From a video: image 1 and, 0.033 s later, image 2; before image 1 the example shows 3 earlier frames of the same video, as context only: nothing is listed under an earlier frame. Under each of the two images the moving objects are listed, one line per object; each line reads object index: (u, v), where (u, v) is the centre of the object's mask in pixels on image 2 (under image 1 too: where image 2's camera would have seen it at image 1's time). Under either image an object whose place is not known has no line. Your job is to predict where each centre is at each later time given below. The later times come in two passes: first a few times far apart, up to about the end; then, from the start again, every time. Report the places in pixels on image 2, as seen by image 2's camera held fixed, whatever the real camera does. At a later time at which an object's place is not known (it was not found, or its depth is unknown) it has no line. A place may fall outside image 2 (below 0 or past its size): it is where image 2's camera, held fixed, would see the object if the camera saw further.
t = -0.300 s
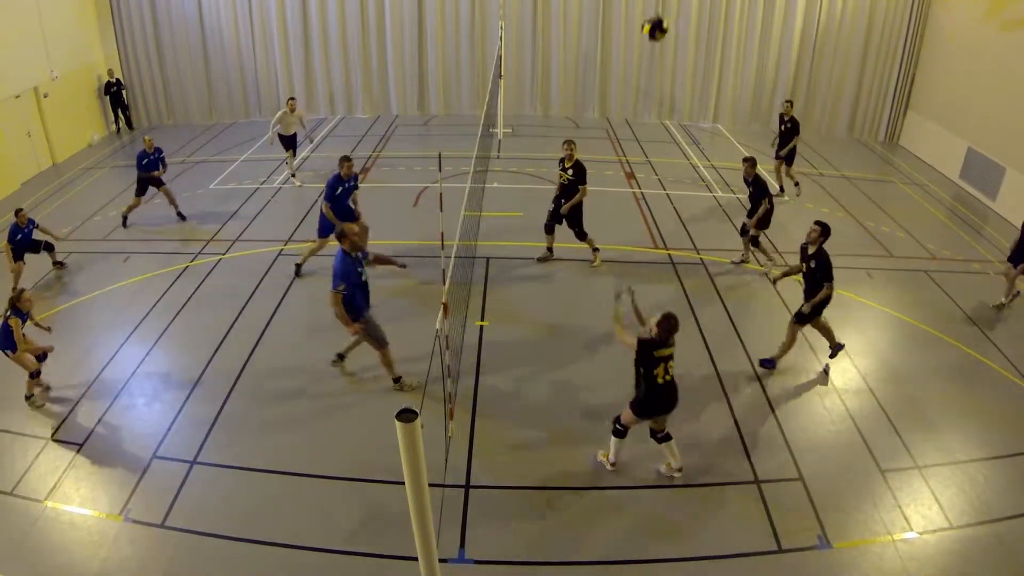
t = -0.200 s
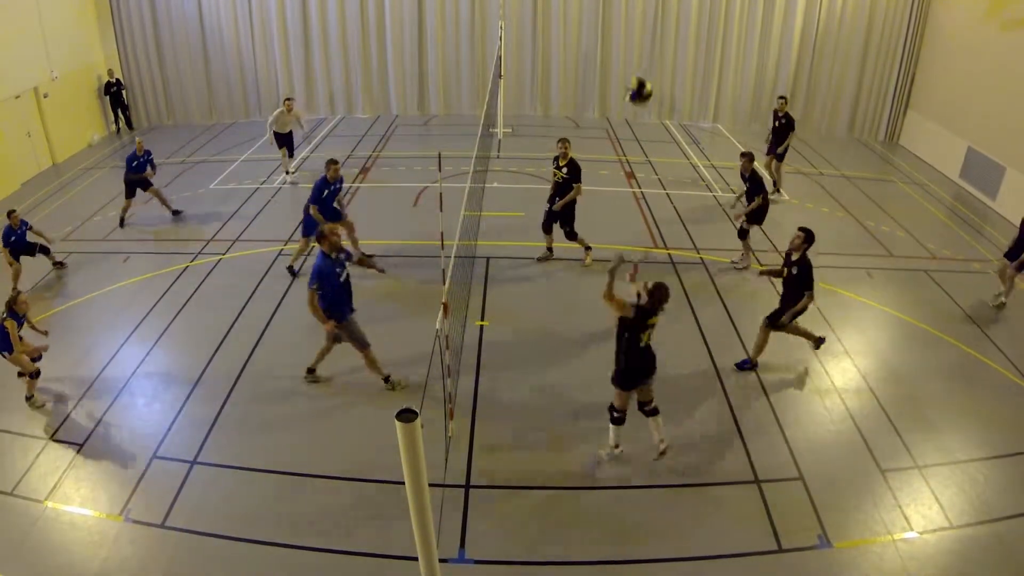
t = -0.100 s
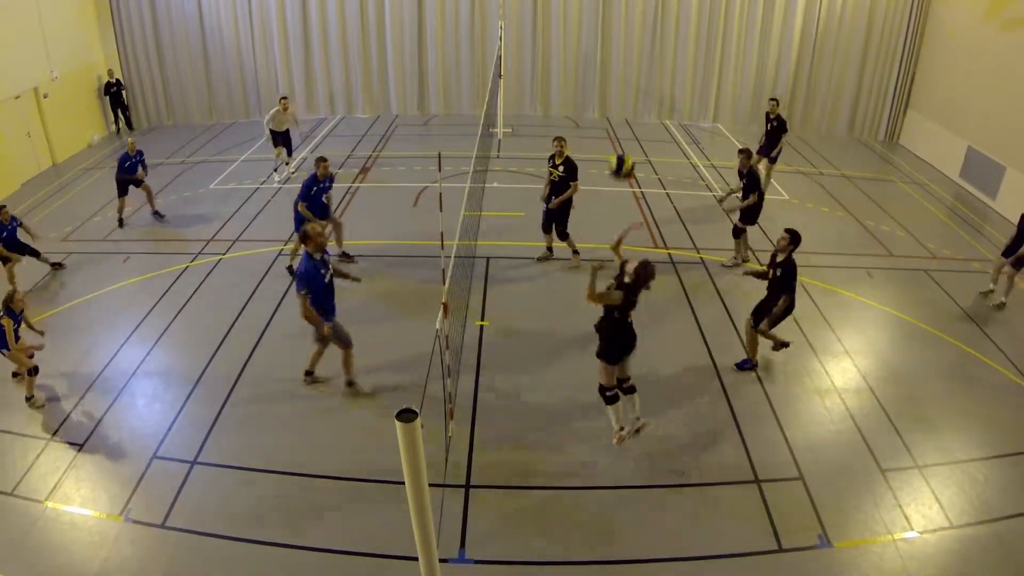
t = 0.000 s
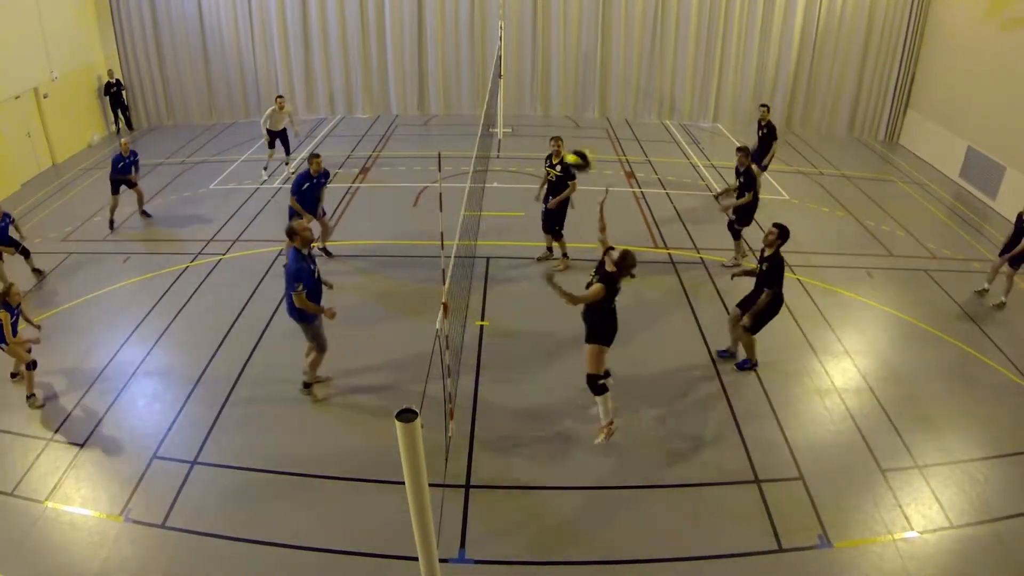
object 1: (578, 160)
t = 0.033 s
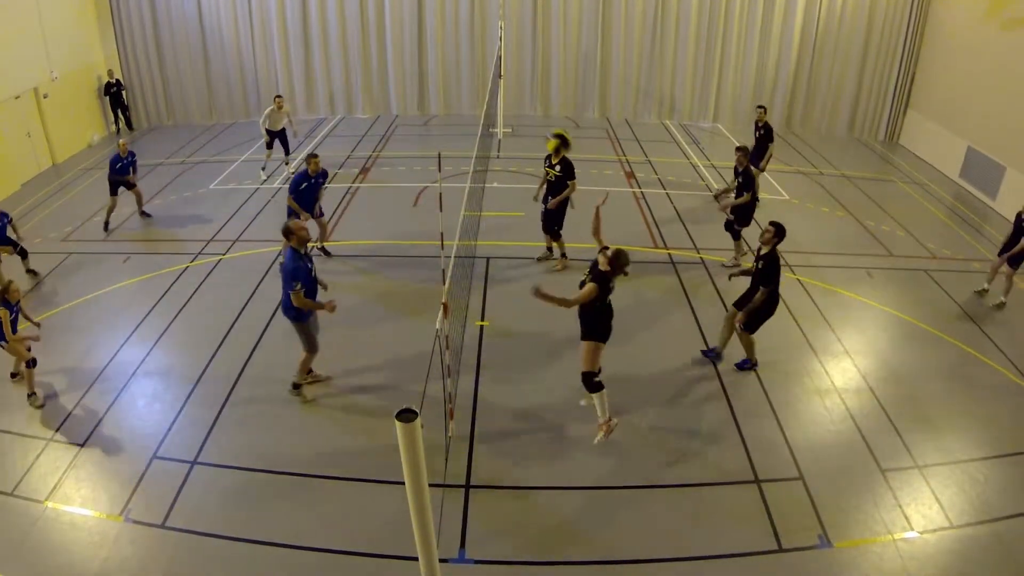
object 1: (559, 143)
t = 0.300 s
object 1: (411, 58)
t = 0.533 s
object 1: (307, 63)
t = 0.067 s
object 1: (539, 125)
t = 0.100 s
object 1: (521, 112)
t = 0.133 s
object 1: (500, 98)
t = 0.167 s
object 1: (481, 86)
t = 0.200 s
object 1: (462, 77)
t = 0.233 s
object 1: (443, 70)
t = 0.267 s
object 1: (428, 62)
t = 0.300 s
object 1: (411, 58)
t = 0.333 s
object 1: (394, 55)
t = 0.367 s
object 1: (376, 53)
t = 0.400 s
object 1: (362, 52)
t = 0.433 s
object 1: (346, 53)
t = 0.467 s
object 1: (333, 55)
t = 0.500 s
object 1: (322, 57)
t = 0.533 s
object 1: (307, 63)
